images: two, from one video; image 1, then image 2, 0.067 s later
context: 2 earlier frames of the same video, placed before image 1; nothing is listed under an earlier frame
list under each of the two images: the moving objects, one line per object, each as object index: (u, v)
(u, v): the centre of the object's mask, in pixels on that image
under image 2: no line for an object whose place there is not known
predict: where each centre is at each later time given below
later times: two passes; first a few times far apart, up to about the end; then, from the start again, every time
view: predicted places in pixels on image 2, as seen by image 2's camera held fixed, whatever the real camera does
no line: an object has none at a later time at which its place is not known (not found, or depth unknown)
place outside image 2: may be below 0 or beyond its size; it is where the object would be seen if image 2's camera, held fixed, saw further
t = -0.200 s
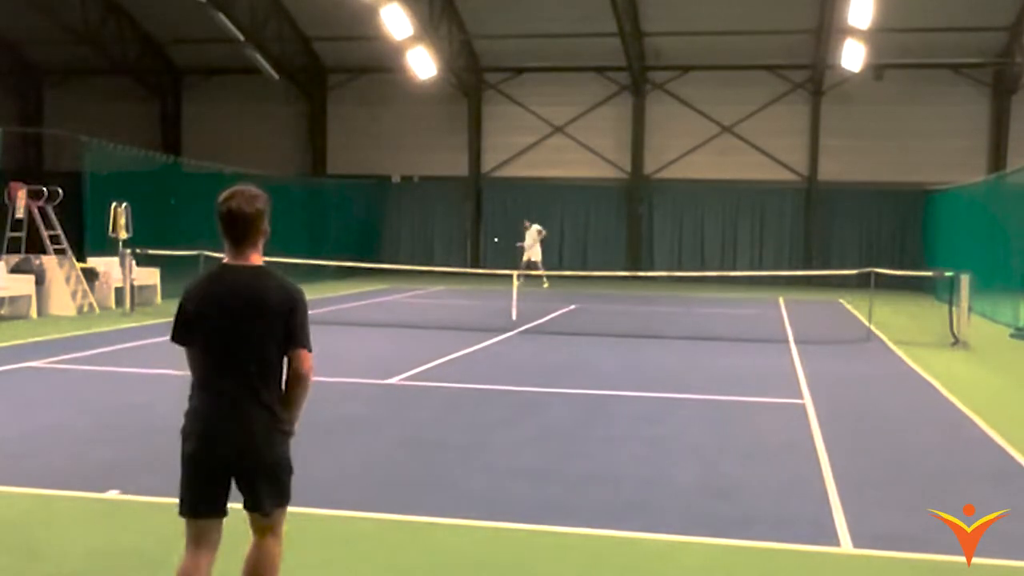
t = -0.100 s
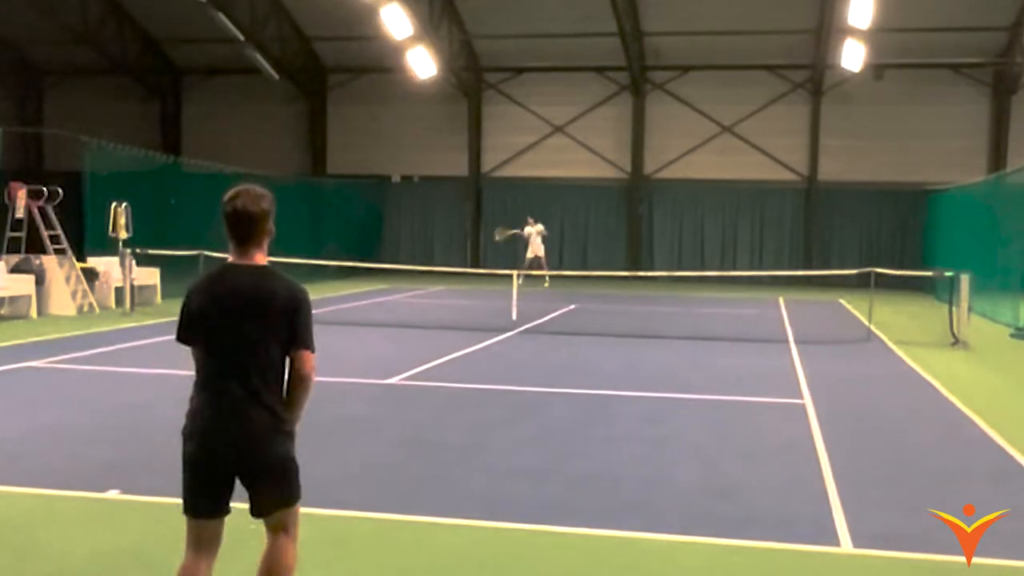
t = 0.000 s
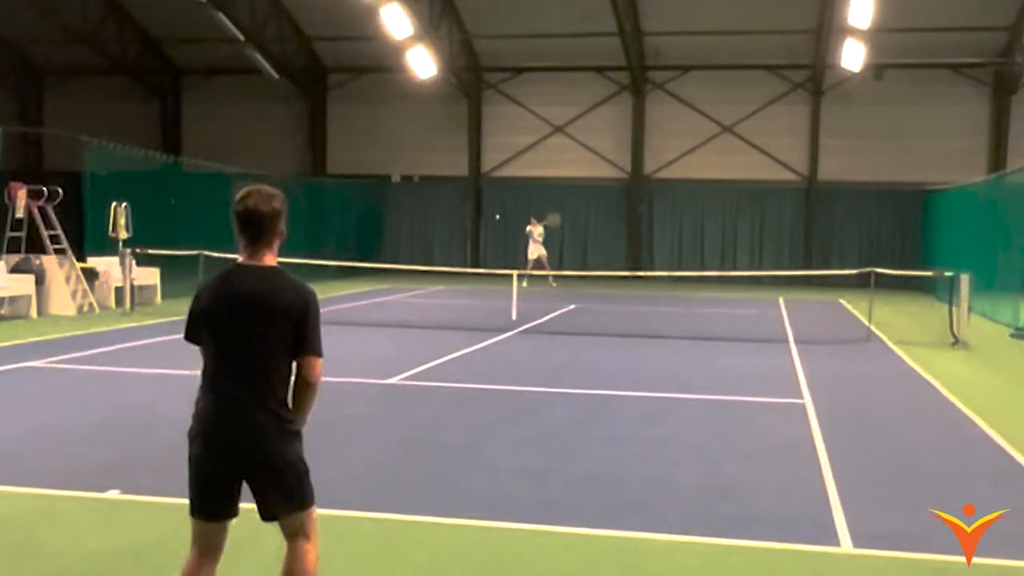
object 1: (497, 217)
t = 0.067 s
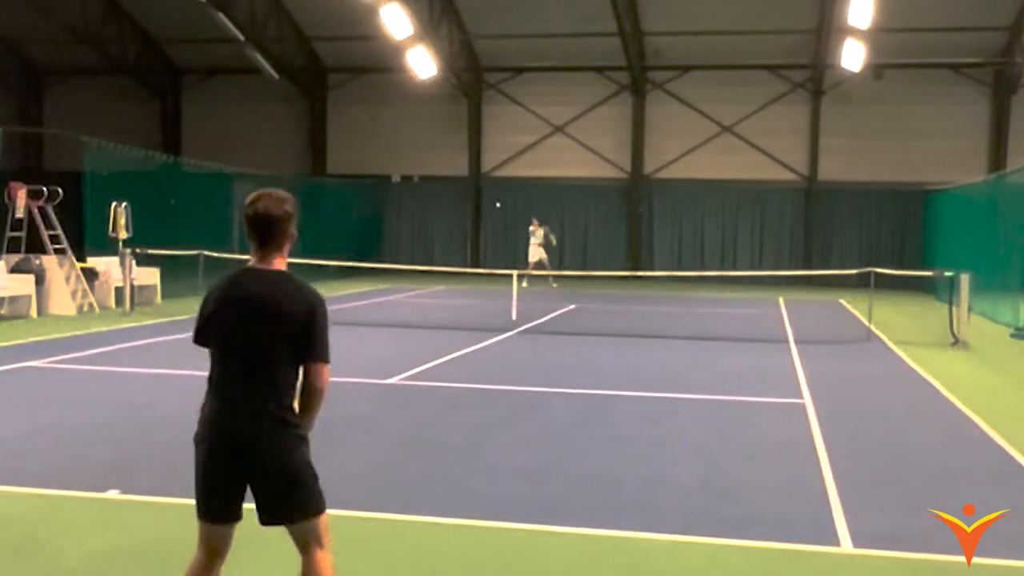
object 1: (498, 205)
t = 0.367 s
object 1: (497, 178)
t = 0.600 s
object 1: (491, 212)
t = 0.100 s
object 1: (497, 199)
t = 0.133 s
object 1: (498, 195)
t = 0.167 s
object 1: (498, 190)
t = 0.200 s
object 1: (498, 186)
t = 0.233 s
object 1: (498, 183)
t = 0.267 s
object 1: (498, 181)
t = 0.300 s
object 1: (497, 179)
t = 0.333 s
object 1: (497, 178)
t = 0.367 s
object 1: (497, 178)
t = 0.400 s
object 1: (496, 179)
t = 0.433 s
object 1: (496, 181)
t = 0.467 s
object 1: (495, 184)
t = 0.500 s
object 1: (494, 189)
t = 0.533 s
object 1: (493, 195)
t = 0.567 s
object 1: (492, 203)
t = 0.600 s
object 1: (491, 212)
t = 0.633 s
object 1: (490, 224)
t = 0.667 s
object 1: (488, 238)
